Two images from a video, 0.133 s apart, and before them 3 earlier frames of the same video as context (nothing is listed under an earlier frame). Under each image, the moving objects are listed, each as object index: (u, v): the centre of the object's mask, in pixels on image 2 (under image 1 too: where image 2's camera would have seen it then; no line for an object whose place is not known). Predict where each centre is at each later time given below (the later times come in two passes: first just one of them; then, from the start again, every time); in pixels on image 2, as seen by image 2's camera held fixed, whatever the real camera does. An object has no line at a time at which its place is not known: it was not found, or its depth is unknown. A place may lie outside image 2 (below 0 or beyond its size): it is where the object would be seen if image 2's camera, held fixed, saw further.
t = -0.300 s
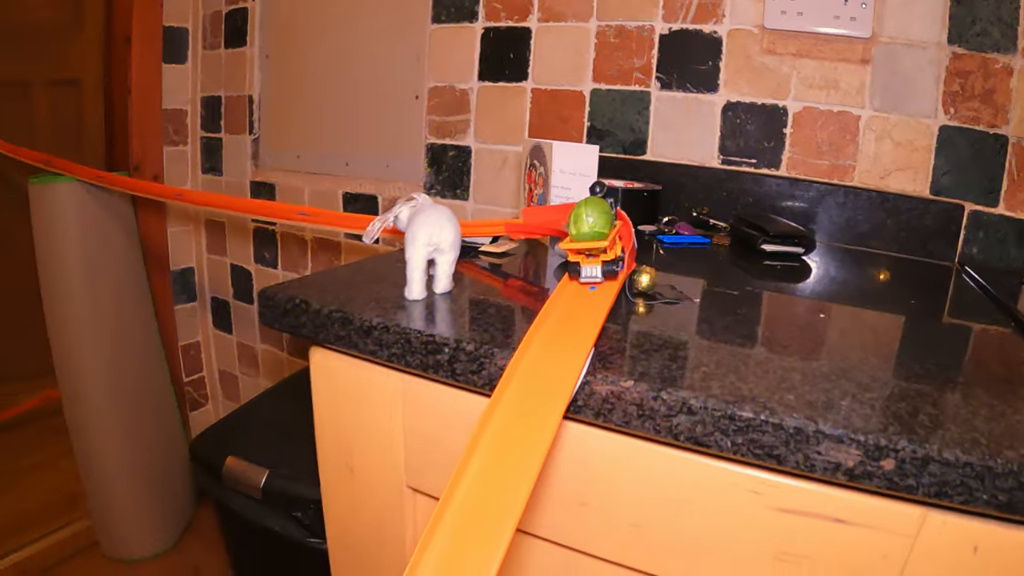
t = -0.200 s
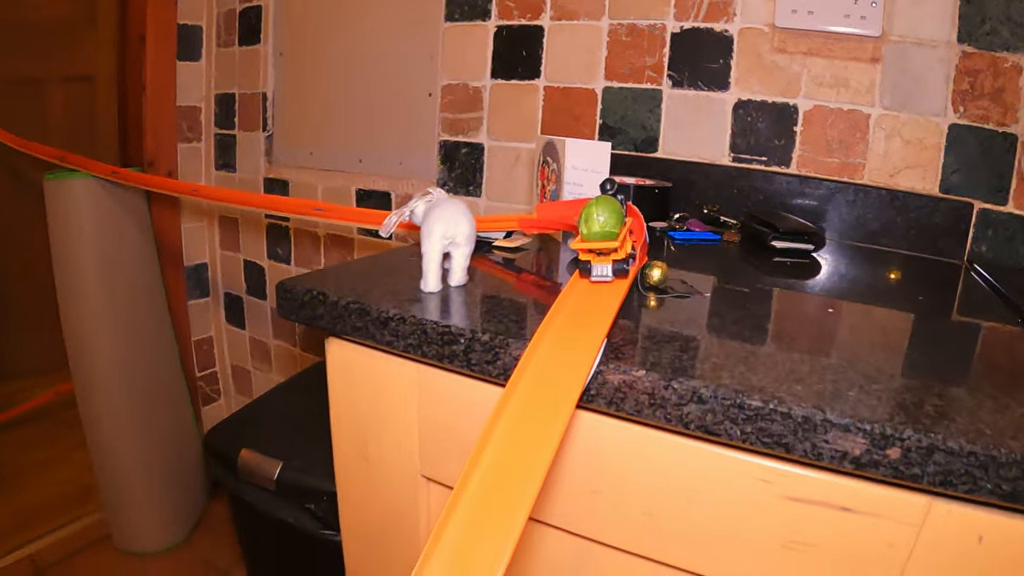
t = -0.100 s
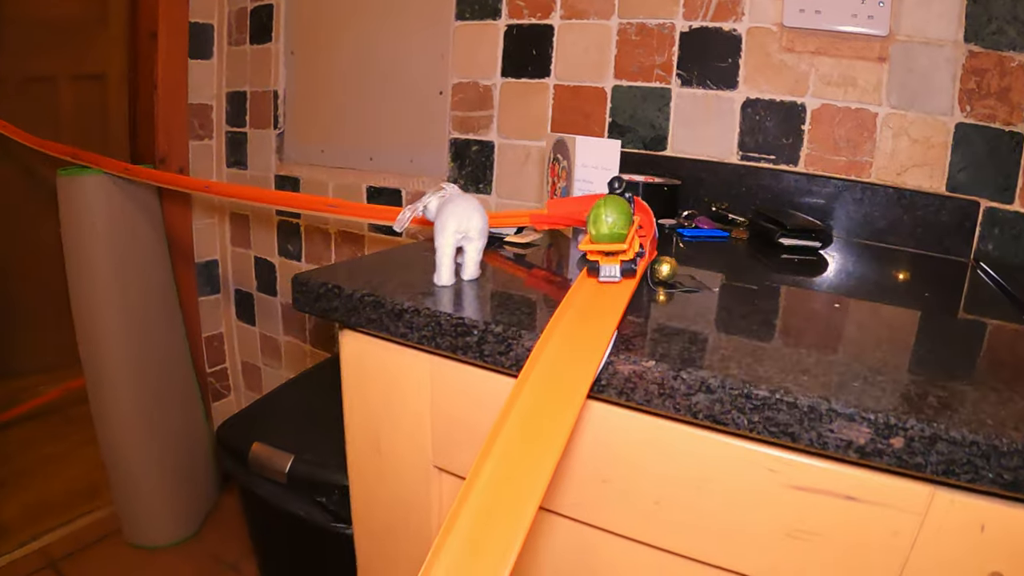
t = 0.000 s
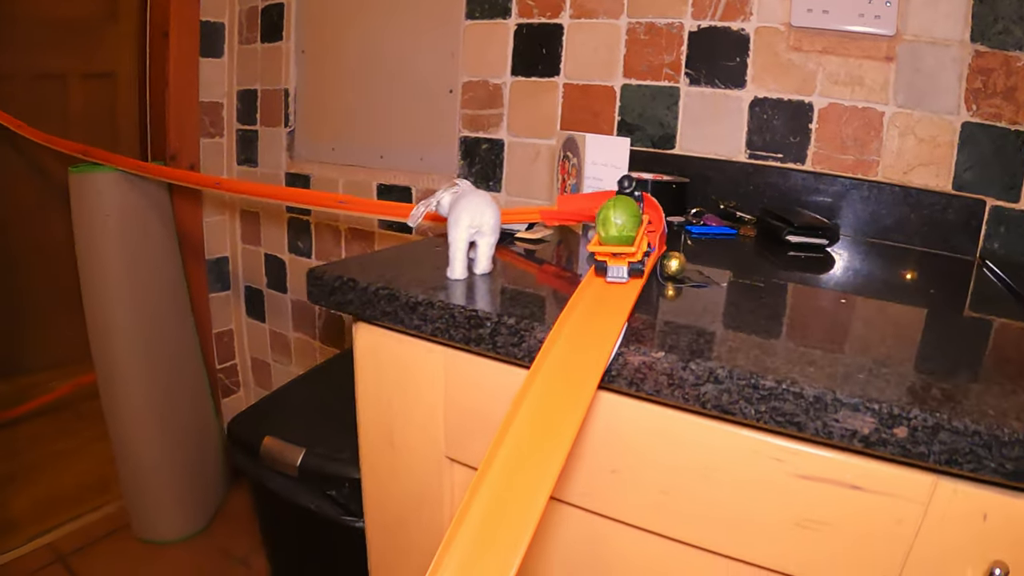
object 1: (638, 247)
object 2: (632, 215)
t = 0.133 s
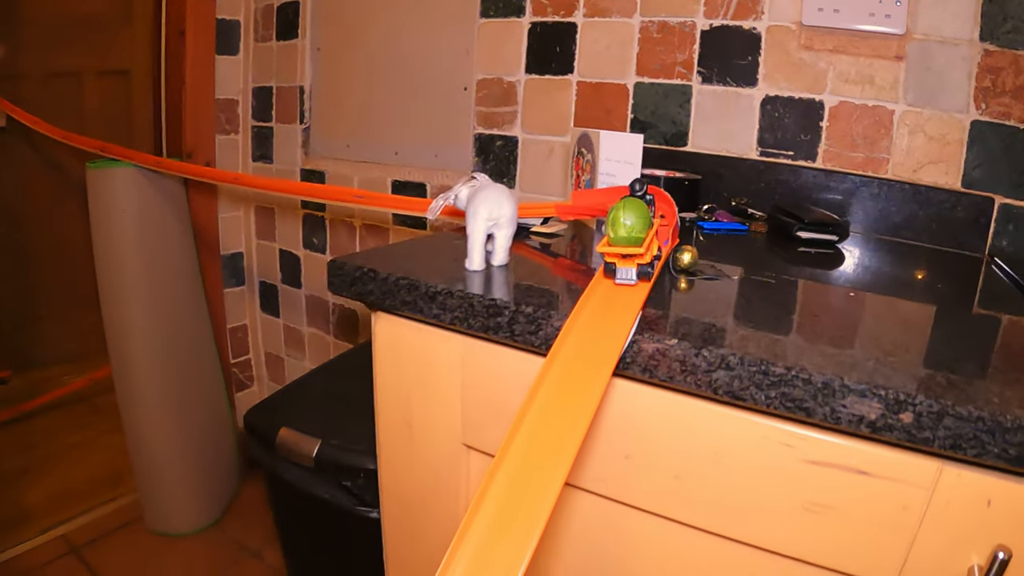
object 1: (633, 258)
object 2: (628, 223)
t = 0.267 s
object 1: (626, 271)
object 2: (622, 234)
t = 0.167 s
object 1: (631, 262)
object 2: (627, 225)
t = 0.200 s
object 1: (629, 264)
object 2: (625, 228)
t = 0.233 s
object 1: (628, 267)
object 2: (623, 231)
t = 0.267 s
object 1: (626, 271)
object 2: (622, 234)
